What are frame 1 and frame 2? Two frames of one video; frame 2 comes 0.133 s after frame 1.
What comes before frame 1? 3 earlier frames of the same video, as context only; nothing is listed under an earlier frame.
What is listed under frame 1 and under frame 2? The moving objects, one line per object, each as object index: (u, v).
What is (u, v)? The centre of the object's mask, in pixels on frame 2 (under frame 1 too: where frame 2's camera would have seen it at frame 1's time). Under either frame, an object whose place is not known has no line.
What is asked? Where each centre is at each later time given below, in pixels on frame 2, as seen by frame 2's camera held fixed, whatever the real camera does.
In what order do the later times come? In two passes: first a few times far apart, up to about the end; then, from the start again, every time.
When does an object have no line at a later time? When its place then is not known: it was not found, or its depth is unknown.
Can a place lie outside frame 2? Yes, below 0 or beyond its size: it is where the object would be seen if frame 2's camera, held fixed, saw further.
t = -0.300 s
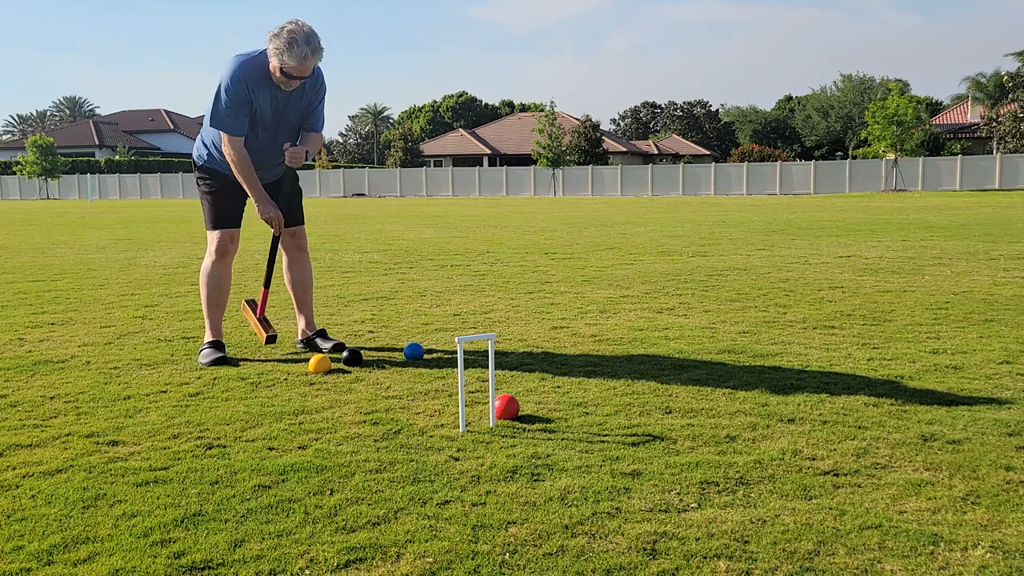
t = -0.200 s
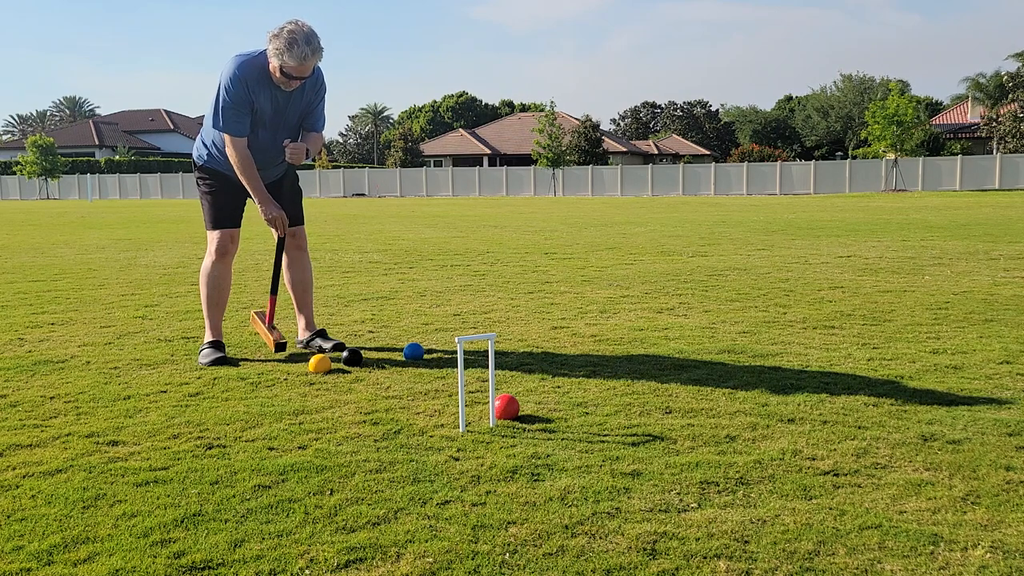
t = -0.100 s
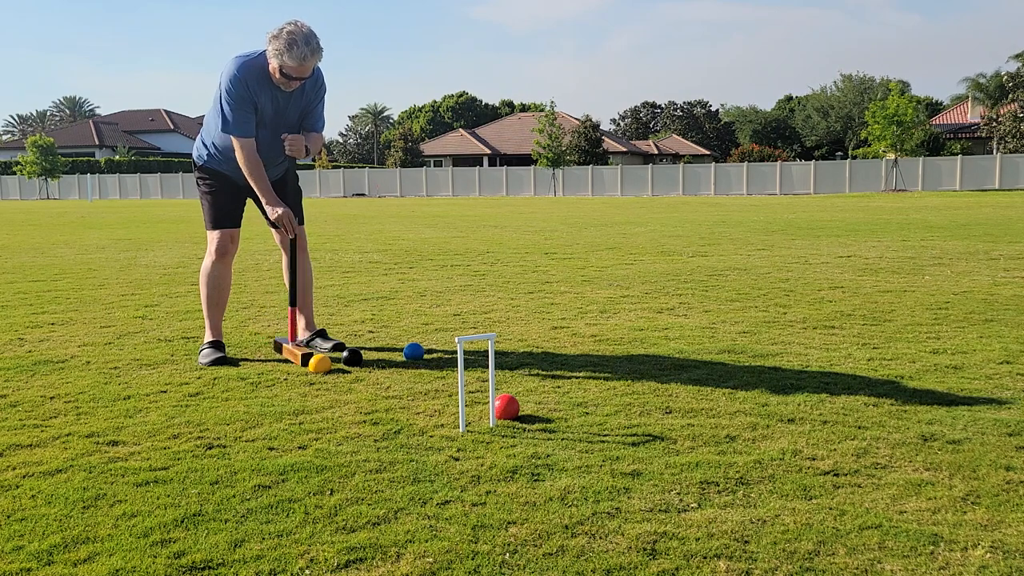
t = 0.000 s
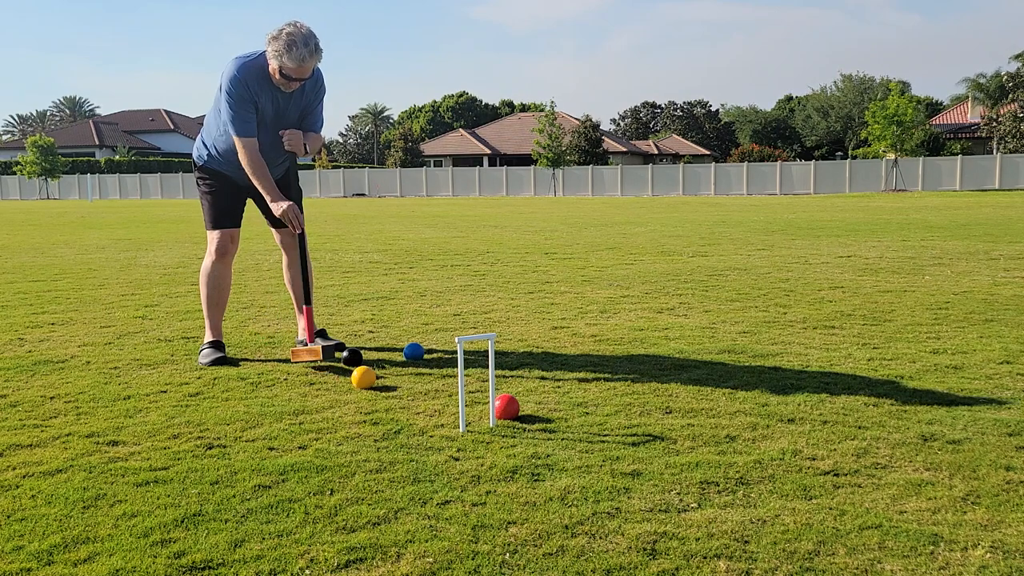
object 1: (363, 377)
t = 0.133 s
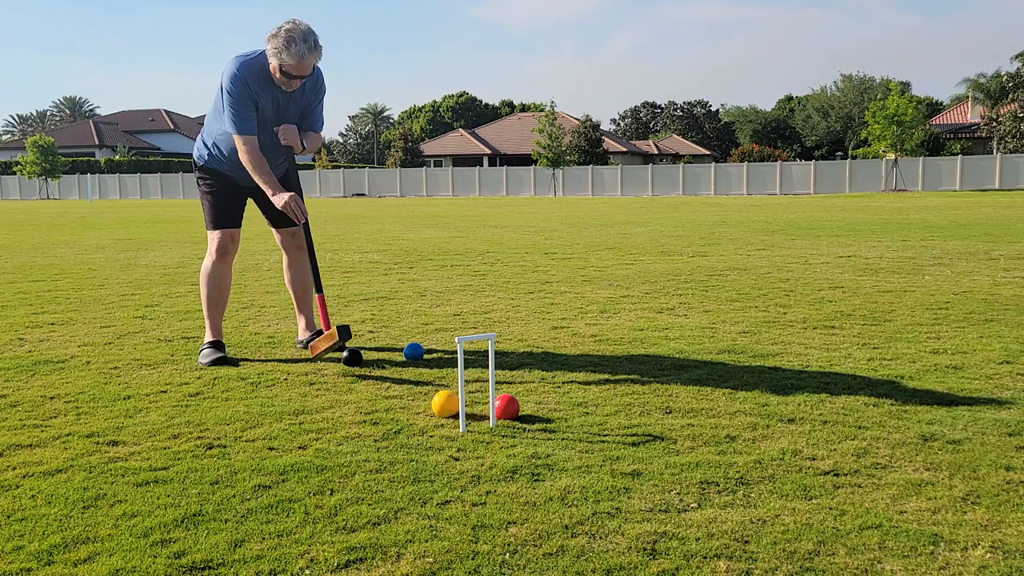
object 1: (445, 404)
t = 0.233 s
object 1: (505, 430)
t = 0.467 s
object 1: (655, 497)
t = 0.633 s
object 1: (815, 559)
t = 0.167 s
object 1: (468, 410)
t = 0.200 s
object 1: (486, 421)
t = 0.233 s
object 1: (505, 430)
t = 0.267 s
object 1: (522, 436)
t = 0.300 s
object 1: (542, 445)
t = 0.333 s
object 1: (562, 458)
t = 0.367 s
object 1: (584, 470)
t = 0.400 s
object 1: (606, 476)
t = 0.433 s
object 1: (630, 483)
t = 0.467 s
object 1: (655, 497)
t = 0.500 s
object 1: (683, 515)
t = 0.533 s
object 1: (713, 530)
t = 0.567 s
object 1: (745, 537)
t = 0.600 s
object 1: (778, 548)
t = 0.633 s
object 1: (815, 559)
